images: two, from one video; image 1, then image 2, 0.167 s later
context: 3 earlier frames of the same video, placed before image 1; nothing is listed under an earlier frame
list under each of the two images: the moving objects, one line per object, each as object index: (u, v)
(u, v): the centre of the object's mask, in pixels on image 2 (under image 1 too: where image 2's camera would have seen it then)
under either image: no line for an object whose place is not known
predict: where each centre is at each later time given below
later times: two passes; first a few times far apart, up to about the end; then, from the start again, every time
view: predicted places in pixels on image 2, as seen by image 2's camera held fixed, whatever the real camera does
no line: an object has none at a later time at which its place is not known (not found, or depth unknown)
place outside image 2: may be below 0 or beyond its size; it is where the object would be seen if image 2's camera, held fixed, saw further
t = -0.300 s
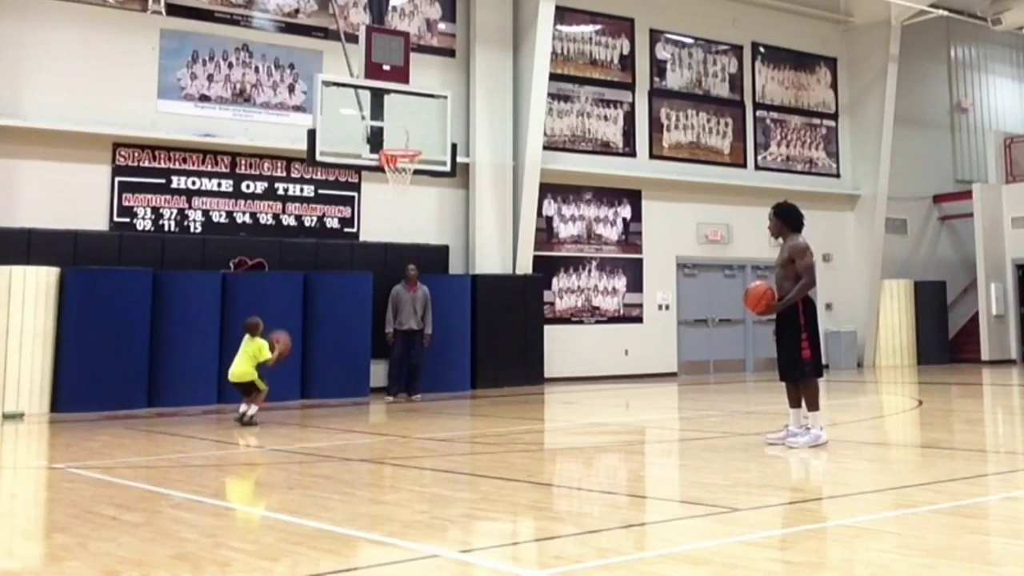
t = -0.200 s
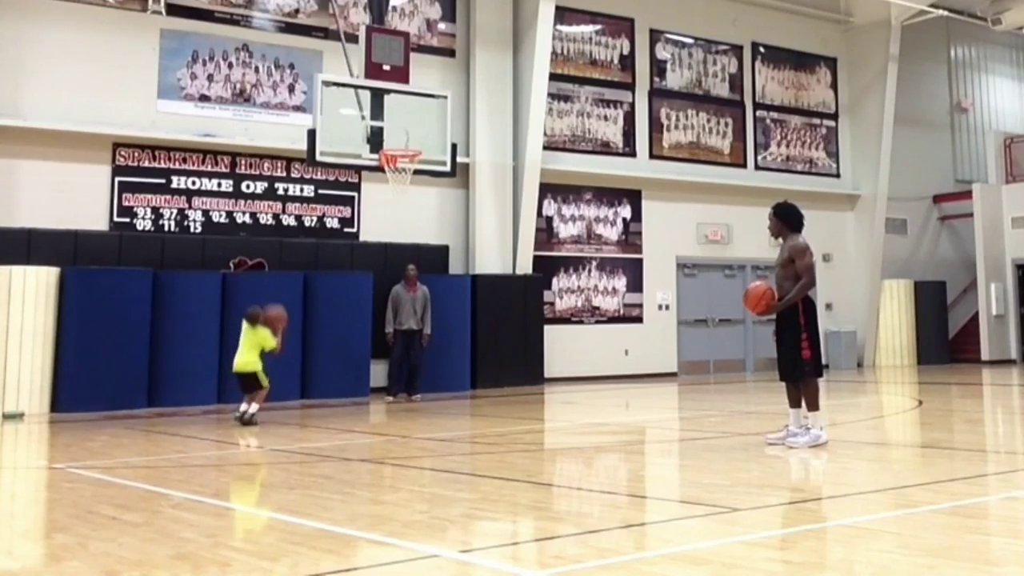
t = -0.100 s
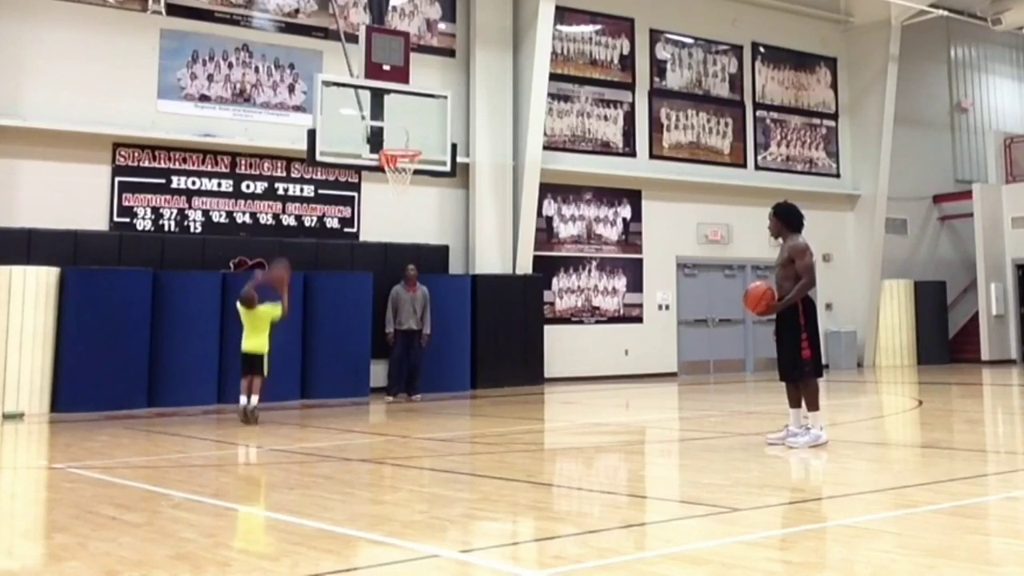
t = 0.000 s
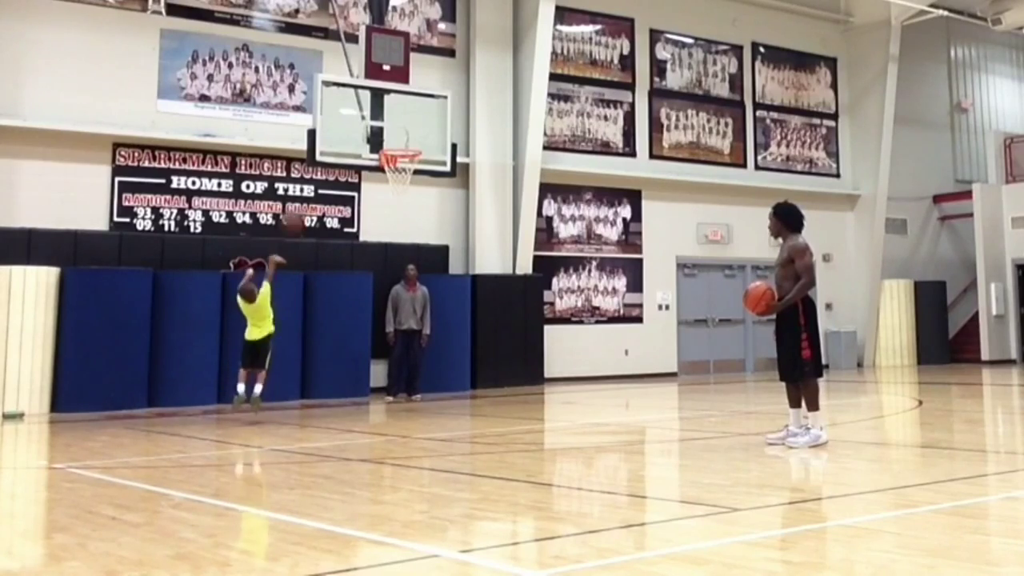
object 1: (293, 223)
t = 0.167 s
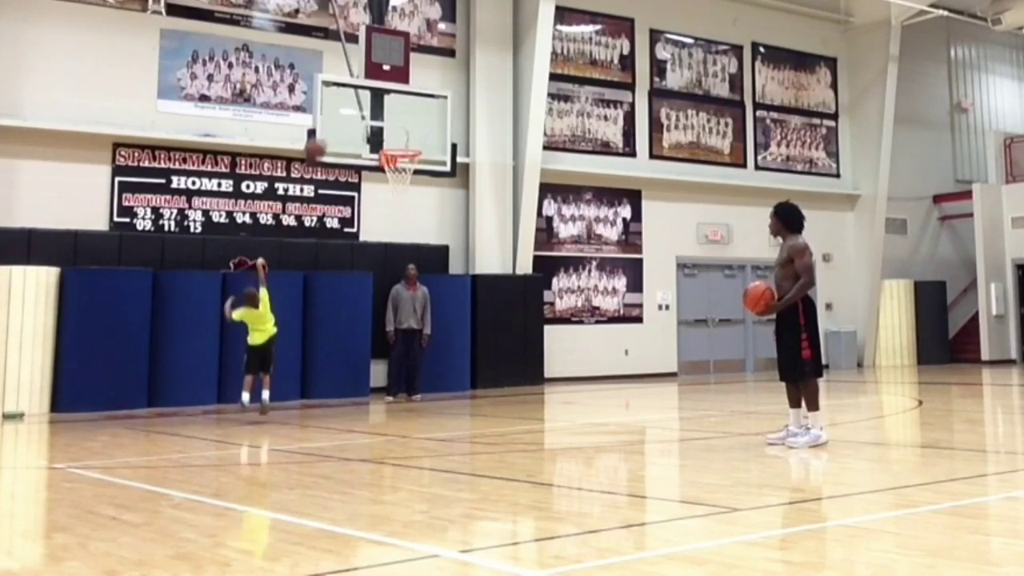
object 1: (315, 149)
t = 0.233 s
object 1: (323, 128)
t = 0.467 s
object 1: (351, 92)
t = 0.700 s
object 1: (375, 100)
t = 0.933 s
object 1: (399, 148)
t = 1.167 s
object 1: (406, 169)
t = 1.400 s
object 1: (394, 199)
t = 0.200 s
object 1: (318, 137)
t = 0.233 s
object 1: (323, 128)
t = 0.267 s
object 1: (328, 121)
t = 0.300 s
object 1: (331, 113)
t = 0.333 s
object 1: (336, 107)
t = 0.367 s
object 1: (339, 102)
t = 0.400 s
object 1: (343, 98)
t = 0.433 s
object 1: (347, 94)
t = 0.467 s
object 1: (351, 92)
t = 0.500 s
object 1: (354, 91)
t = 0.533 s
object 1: (358, 90)
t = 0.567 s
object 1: (361, 91)
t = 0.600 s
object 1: (365, 92)
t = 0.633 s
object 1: (369, 95)
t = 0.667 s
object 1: (372, 98)
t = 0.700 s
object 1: (375, 100)
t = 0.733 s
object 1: (380, 105)
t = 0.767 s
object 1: (382, 111)
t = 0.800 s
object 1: (385, 118)
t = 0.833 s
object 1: (389, 125)
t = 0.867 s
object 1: (392, 134)
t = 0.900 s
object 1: (395, 141)
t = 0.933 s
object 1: (399, 148)
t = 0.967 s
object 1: (402, 152)
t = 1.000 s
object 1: (406, 155)
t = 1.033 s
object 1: (408, 159)
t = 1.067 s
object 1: (409, 162)
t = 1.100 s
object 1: (409, 166)
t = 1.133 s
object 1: (408, 168)
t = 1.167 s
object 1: (406, 169)
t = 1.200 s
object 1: (405, 171)
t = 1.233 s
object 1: (403, 175)
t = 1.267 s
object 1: (400, 183)
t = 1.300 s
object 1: (399, 186)
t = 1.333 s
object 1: (397, 190)
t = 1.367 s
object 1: (396, 194)
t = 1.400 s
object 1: (394, 199)
